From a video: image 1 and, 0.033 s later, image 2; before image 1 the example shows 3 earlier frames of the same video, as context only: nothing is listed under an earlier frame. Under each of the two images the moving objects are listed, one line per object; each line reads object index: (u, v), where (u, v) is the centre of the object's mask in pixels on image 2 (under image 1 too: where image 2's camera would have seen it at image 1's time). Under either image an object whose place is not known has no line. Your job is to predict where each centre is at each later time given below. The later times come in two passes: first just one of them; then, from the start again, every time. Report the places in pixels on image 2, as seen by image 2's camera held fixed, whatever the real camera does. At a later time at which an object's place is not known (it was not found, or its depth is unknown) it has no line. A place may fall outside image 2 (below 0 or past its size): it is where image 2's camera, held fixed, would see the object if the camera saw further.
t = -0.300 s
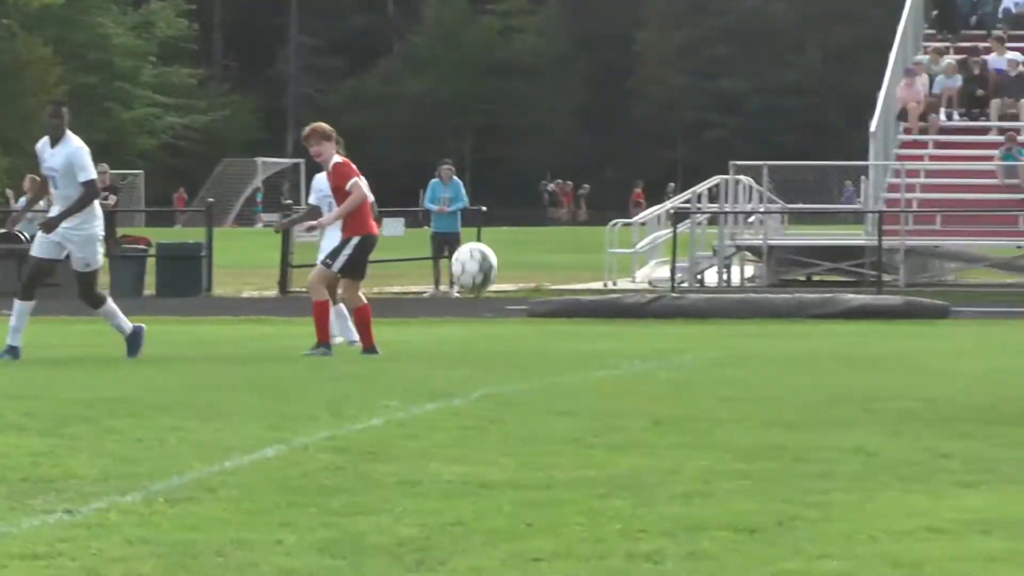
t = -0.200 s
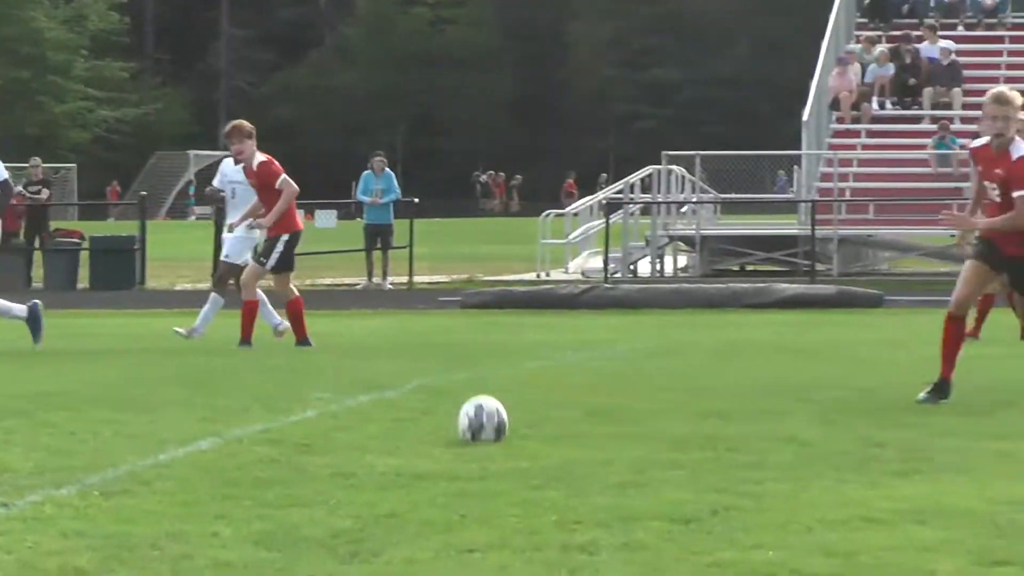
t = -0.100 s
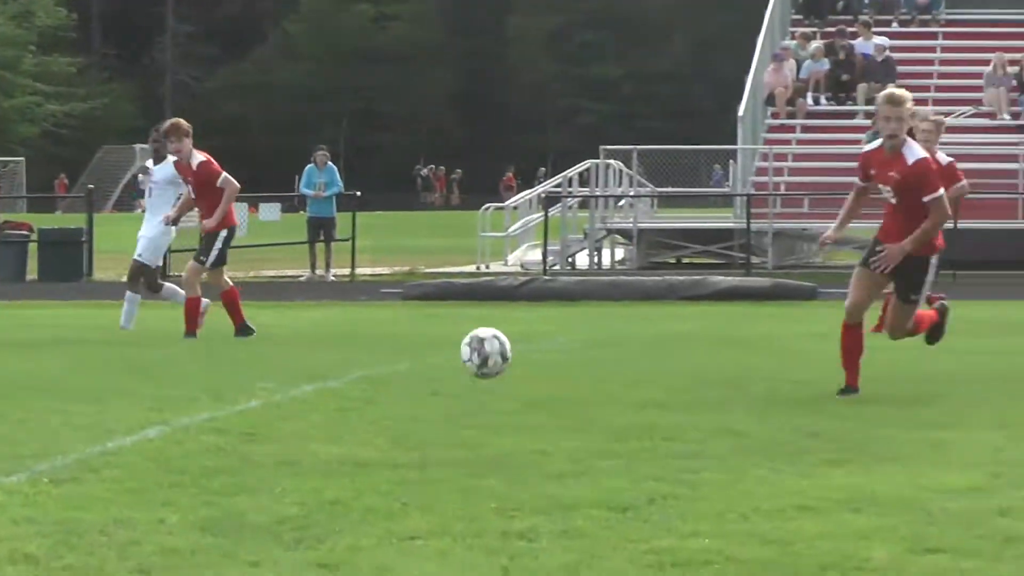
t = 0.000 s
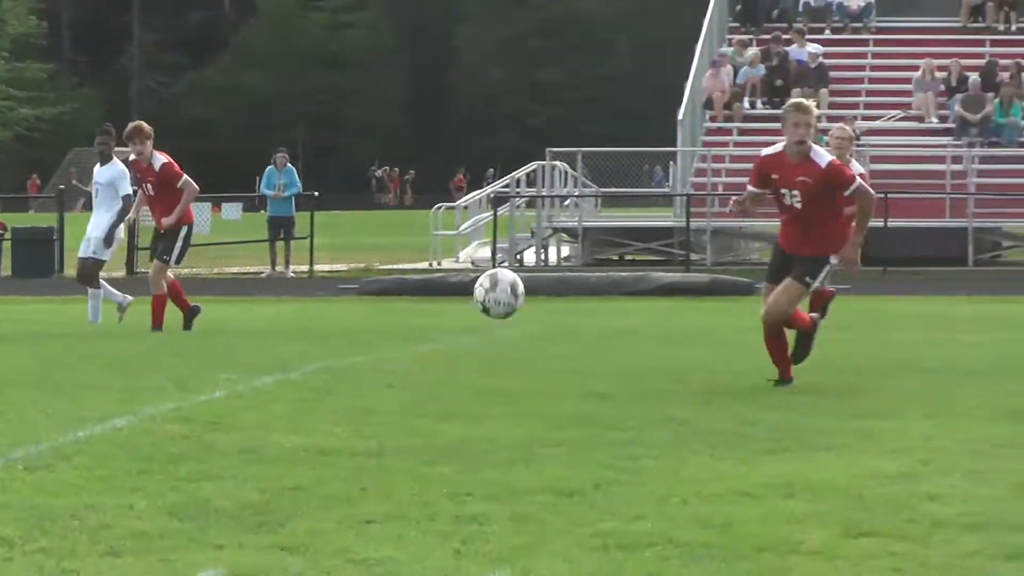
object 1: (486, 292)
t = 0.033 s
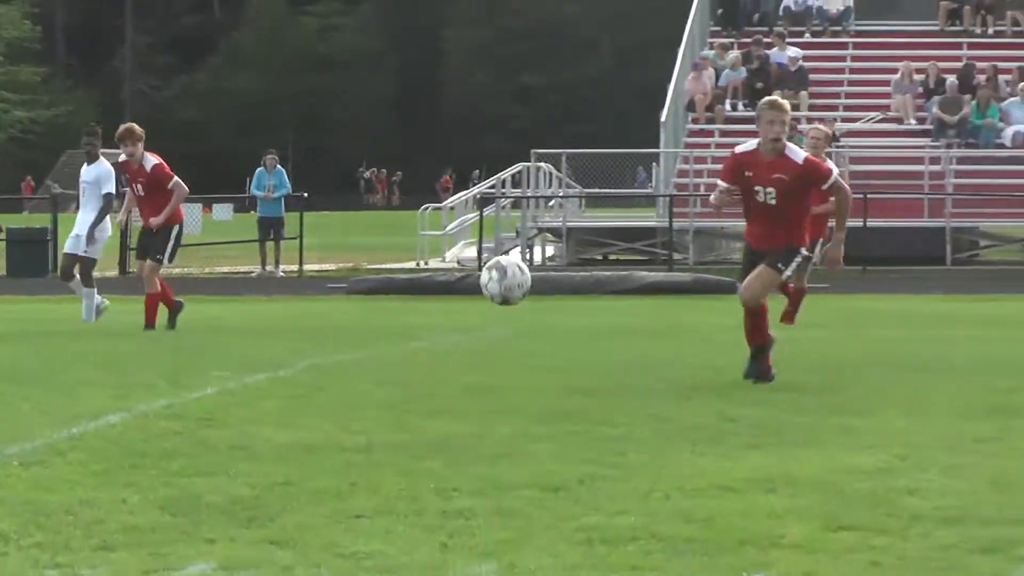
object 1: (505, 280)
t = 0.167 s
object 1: (586, 264)
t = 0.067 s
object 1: (526, 272)
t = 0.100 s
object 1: (546, 265)
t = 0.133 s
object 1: (567, 265)
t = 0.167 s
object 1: (586, 264)
